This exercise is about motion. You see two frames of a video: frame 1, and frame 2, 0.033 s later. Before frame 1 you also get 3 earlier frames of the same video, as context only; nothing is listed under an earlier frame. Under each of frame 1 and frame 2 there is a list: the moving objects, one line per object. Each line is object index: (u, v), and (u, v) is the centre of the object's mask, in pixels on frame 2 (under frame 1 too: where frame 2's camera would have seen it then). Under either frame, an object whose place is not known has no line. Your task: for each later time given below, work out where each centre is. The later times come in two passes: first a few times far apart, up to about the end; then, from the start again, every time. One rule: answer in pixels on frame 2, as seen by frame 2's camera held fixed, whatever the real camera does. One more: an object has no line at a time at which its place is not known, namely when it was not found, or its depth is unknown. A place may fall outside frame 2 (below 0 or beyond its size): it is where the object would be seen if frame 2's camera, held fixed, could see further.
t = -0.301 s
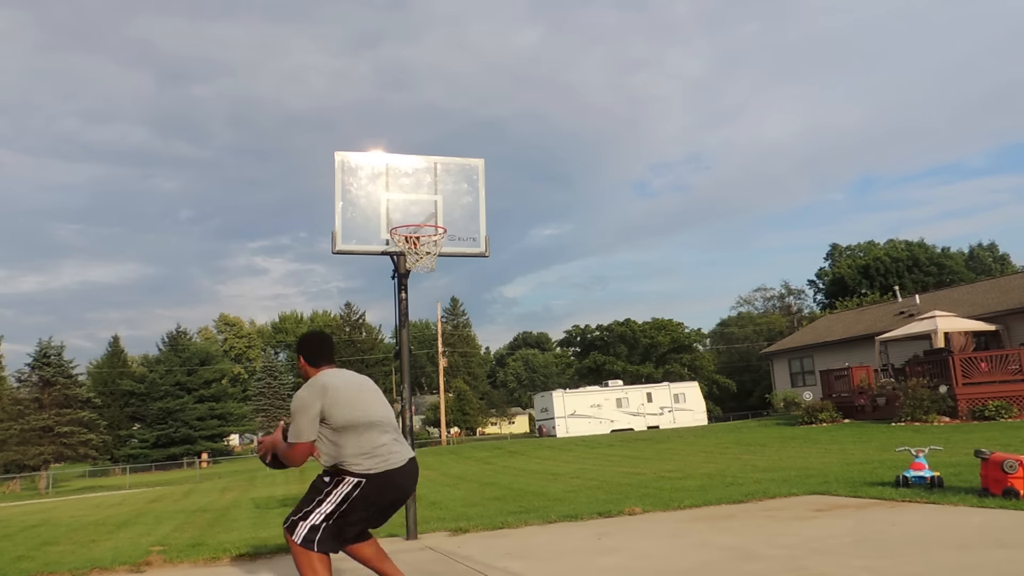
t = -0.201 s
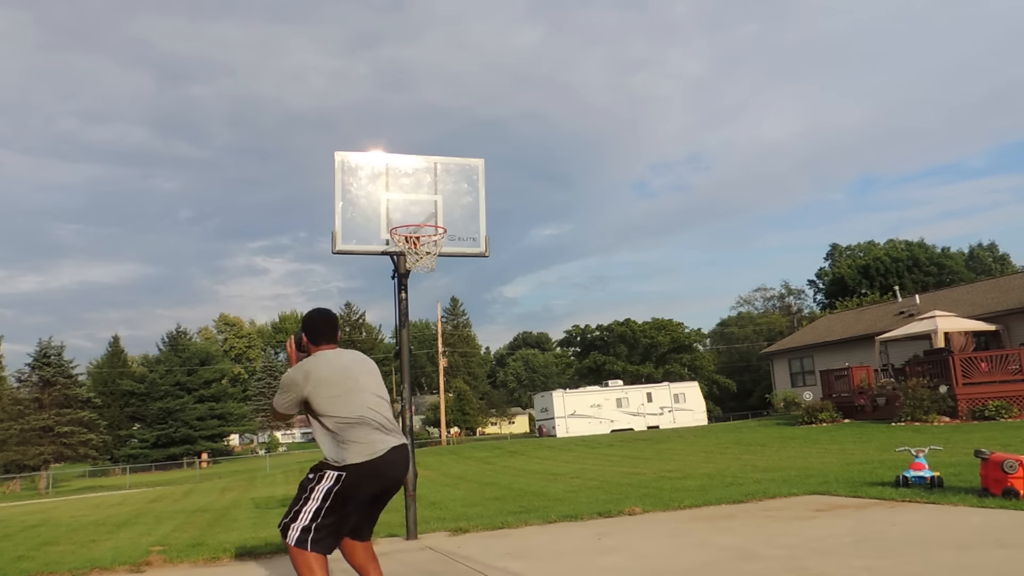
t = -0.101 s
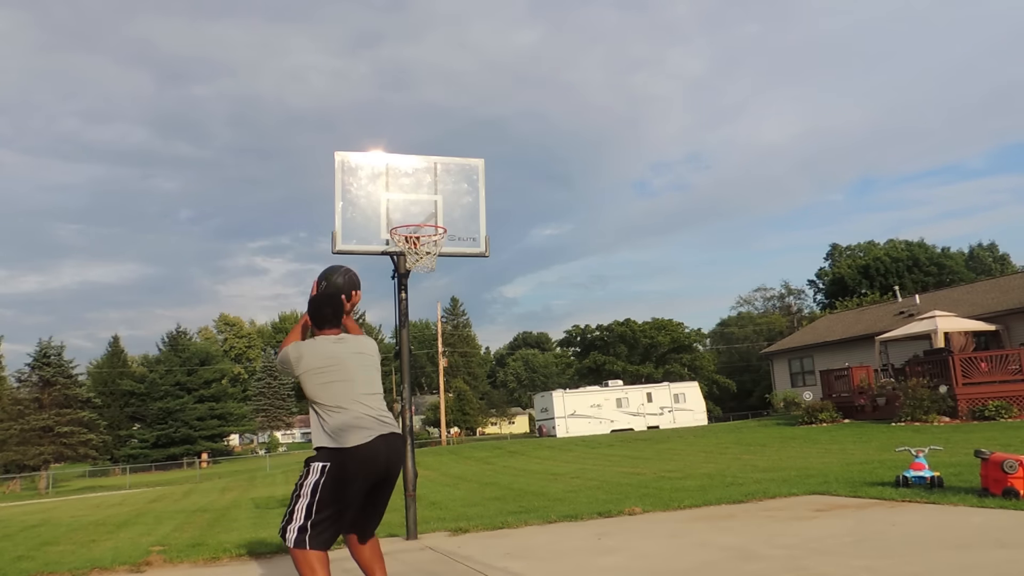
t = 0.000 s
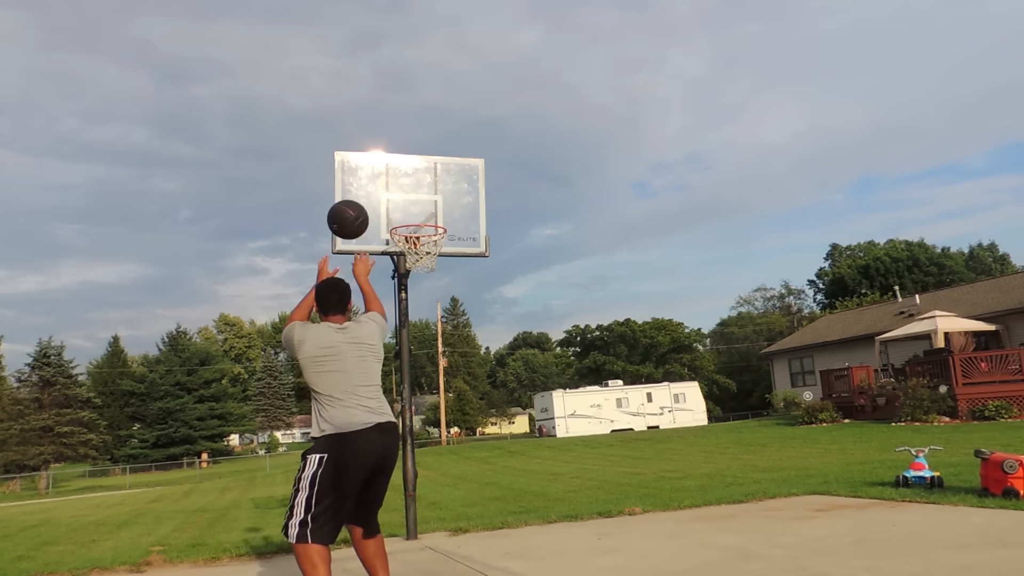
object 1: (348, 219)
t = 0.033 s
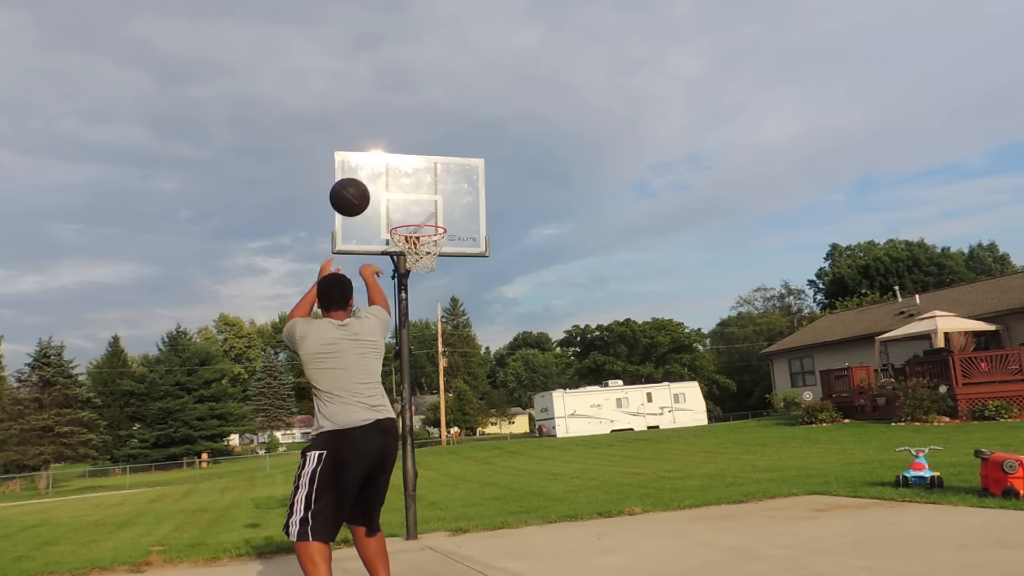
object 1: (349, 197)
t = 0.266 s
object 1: (360, 105)
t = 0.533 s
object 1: (372, 103)
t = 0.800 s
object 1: (384, 176)
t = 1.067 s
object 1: (391, 185)
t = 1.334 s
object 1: (390, 166)
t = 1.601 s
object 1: (394, 241)
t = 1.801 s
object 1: (401, 386)
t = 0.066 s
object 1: (351, 177)
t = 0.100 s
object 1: (352, 160)
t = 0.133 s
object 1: (354, 145)
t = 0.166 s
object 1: (356, 132)
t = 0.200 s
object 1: (357, 122)
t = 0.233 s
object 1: (359, 112)
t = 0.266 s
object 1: (360, 105)
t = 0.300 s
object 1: (362, 100)
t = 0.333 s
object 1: (363, 96)
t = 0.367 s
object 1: (365, 93)
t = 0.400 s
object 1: (366, 93)
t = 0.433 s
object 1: (368, 93)
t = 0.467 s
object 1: (369, 95)
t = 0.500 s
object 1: (371, 98)
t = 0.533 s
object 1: (372, 103)
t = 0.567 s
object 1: (374, 108)
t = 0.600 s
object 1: (375, 114)
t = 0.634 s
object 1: (377, 122)
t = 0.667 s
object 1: (378, 131)
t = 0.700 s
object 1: (380, 140)
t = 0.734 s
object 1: (381, 151)
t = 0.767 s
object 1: (383, 163)
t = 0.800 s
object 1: (384, 176)
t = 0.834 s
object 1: (386, 190)
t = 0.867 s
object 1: (387, 205)
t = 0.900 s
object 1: (390, 216)
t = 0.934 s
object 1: (391, 220)
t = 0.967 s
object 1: (392, 211)
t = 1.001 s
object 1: (391, 201)
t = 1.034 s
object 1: (391, 192)
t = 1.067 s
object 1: (391, 185)
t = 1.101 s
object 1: (391, 178)
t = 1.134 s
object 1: (390, 173)
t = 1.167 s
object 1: (390, 169)
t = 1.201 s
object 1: (390, 166)
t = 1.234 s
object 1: (390, 164)
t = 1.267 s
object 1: (390, 163)
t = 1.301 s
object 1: (390, 164)
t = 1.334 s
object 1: (390, 166)
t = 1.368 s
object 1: (391, 170)
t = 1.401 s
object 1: (391, 174)
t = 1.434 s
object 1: (391, 181)
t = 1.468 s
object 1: (392, 189)
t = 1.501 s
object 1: (392, 199)
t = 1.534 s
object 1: (393, 211)
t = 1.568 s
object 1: (393, 225)
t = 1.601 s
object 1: (394, 241)
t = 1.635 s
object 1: (395, 259)
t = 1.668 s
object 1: (396, 279)
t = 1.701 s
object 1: (397, 301)
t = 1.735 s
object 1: (398, 327)
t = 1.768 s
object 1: (400, 355)
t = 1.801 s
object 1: (401, 386)
